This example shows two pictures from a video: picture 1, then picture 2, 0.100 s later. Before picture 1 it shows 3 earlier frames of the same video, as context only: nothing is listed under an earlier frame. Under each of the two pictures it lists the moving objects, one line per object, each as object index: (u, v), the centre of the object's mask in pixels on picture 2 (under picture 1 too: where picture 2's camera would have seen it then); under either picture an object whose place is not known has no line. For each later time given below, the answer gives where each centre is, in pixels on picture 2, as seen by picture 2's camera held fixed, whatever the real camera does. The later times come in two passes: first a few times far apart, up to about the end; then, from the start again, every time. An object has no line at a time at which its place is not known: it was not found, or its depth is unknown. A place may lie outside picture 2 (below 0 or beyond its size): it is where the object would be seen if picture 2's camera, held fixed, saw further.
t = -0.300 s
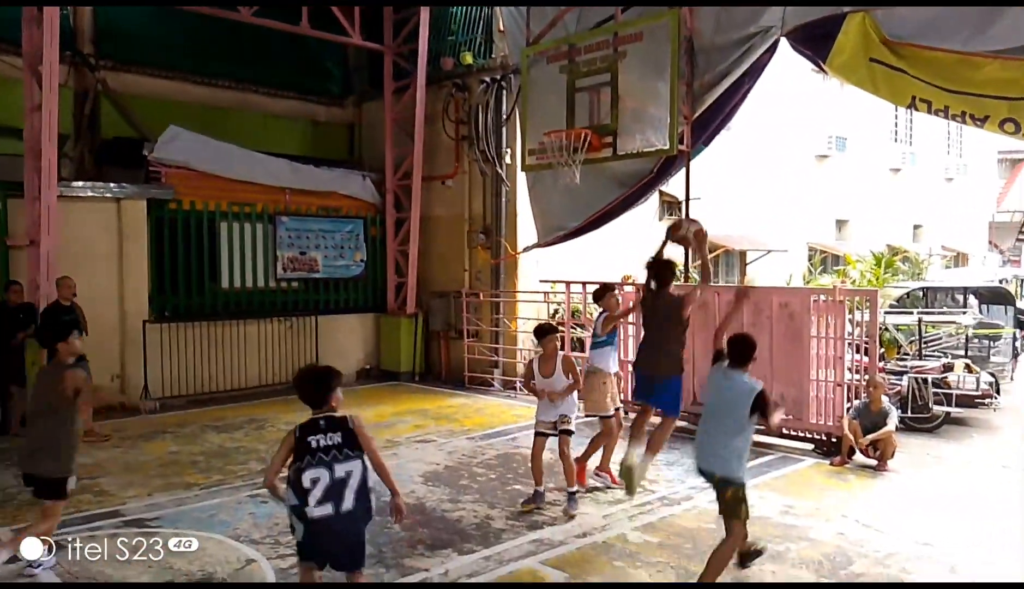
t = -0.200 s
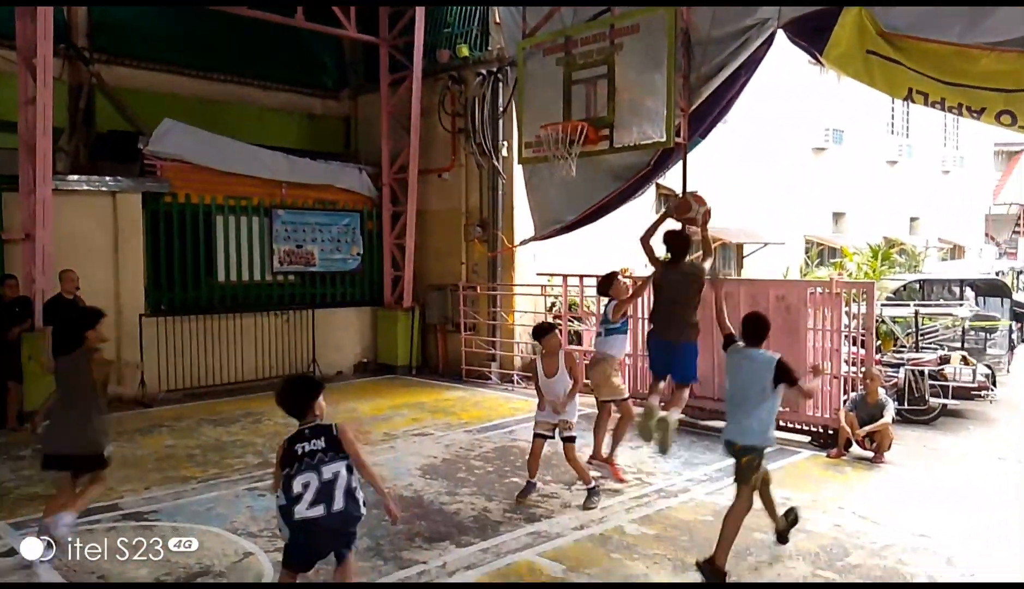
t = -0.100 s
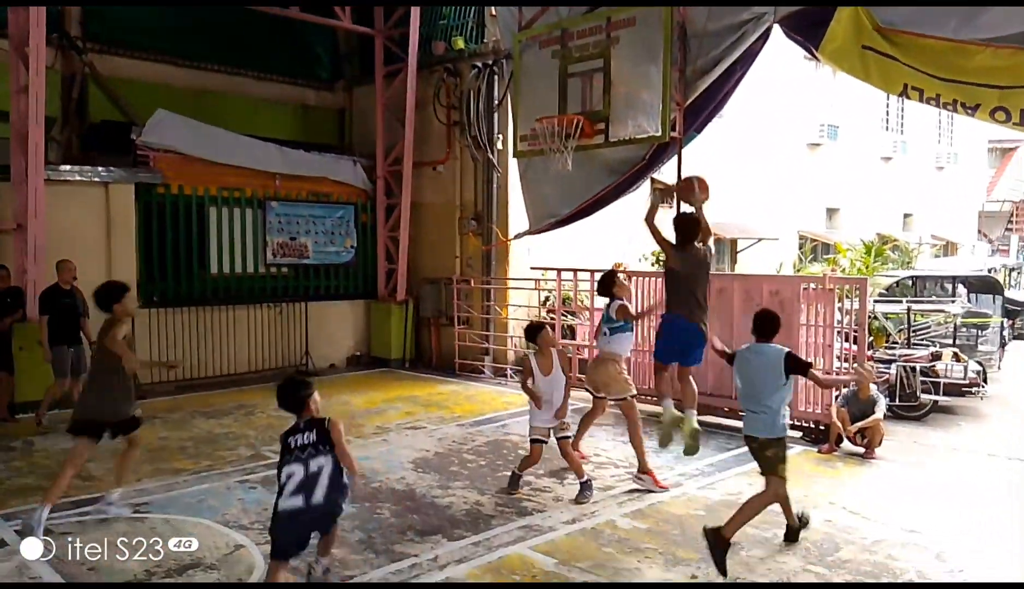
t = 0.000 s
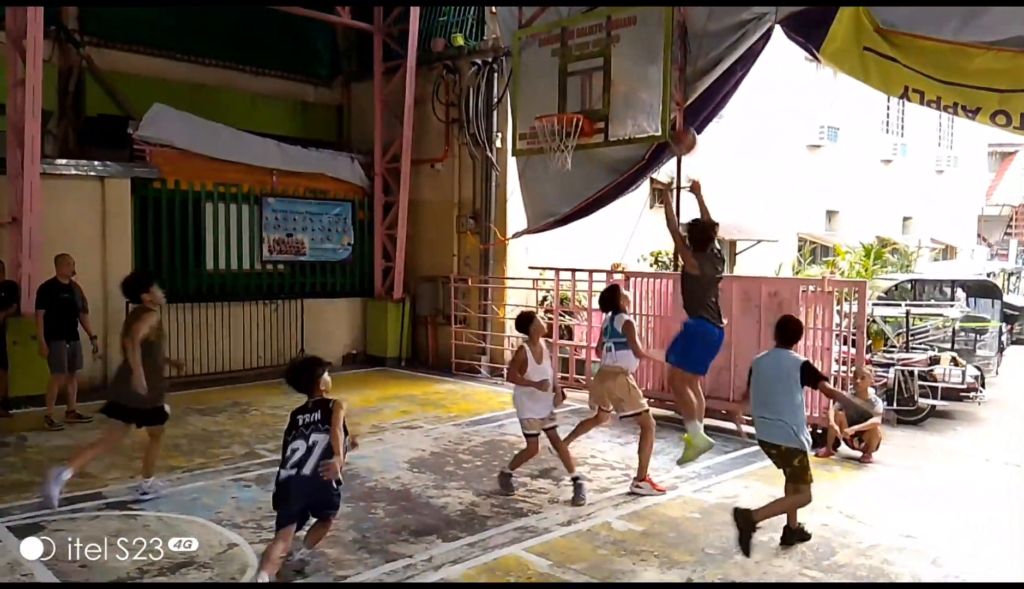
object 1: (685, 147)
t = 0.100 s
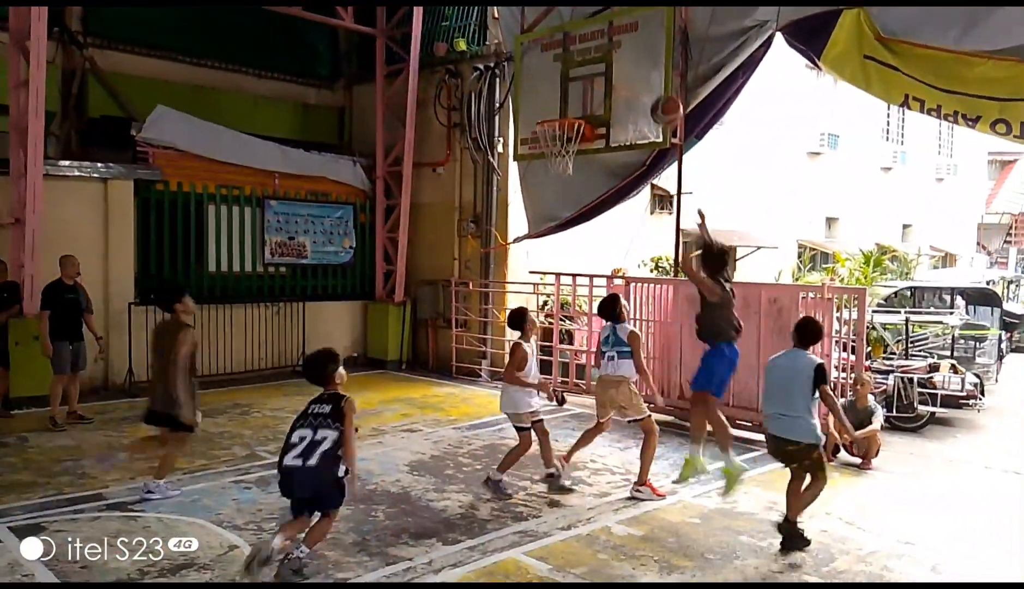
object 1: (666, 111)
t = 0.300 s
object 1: (638, 79)
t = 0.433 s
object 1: (614, 81)
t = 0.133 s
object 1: (662, 102)
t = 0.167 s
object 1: (657, 94)
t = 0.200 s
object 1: (652, 88)
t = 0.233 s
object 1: (647, 84)
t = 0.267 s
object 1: (642, 80)
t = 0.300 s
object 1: (638, 79)
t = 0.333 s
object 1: (633, 79)
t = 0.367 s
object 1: (628, 80)
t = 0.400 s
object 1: (623, 80)
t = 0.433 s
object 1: (614, 81)
